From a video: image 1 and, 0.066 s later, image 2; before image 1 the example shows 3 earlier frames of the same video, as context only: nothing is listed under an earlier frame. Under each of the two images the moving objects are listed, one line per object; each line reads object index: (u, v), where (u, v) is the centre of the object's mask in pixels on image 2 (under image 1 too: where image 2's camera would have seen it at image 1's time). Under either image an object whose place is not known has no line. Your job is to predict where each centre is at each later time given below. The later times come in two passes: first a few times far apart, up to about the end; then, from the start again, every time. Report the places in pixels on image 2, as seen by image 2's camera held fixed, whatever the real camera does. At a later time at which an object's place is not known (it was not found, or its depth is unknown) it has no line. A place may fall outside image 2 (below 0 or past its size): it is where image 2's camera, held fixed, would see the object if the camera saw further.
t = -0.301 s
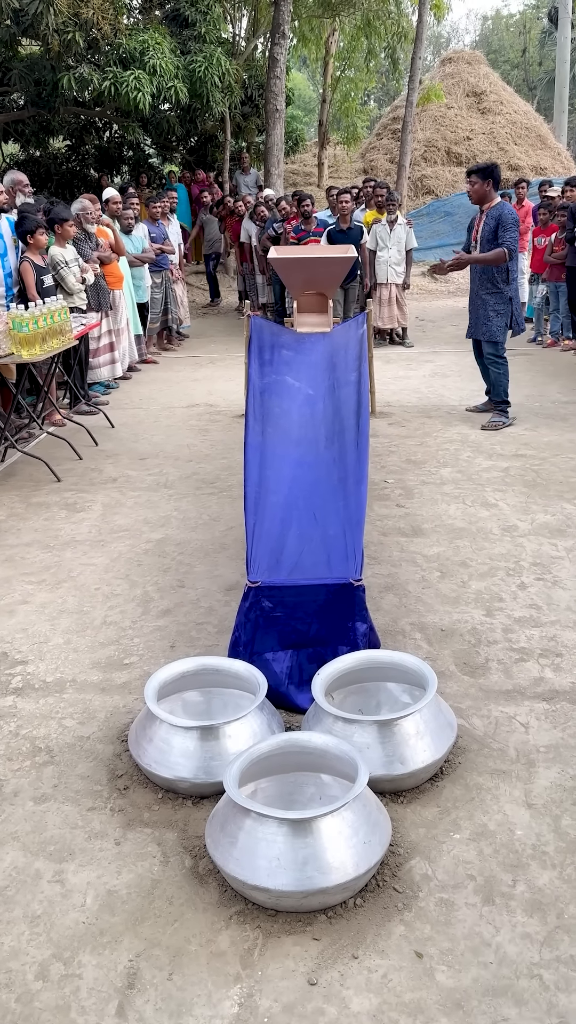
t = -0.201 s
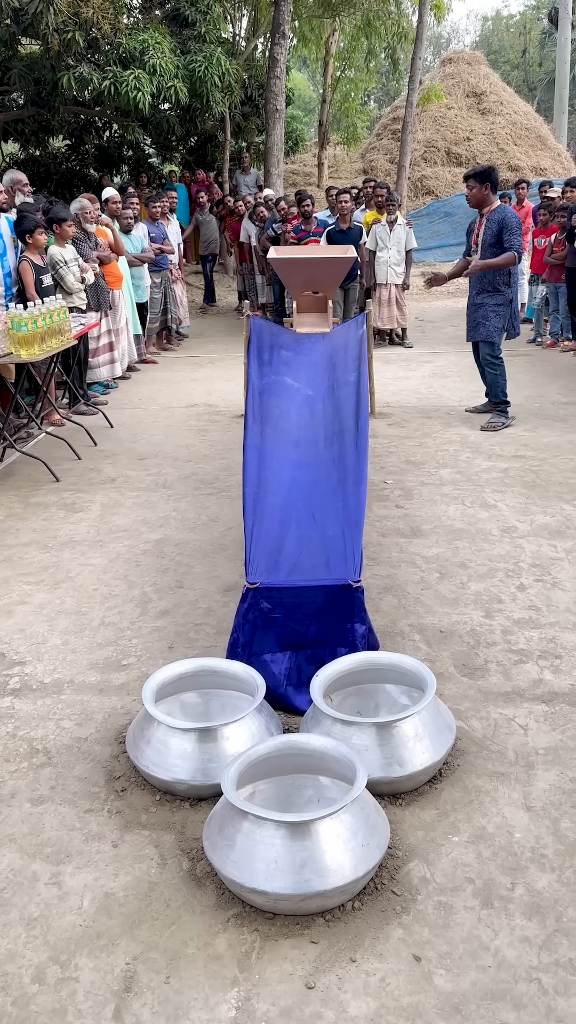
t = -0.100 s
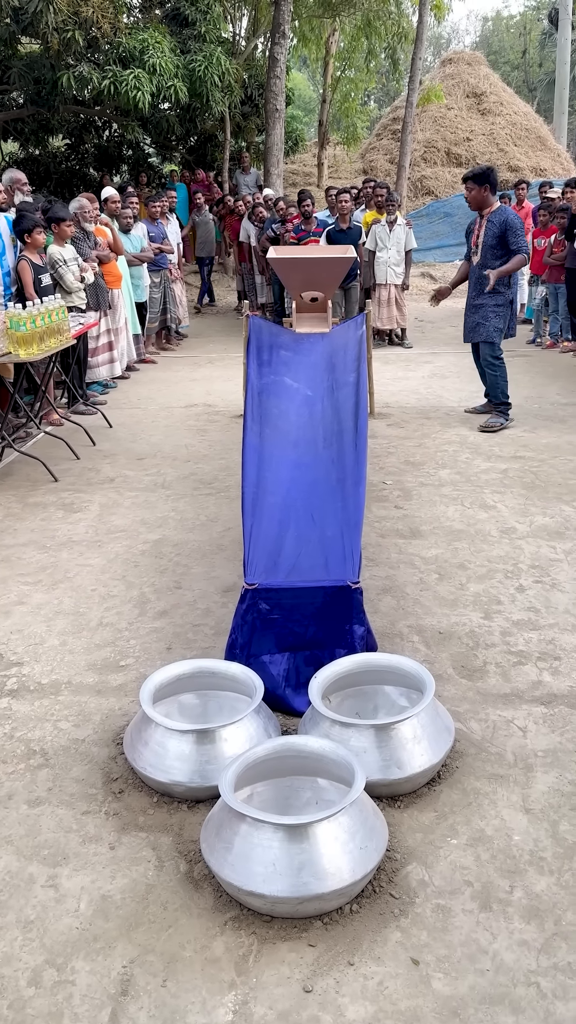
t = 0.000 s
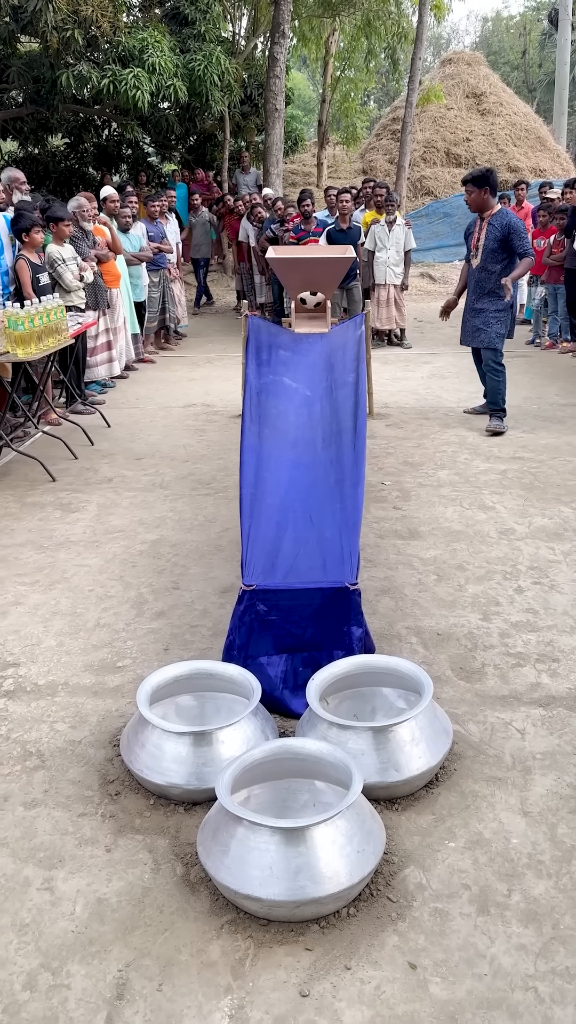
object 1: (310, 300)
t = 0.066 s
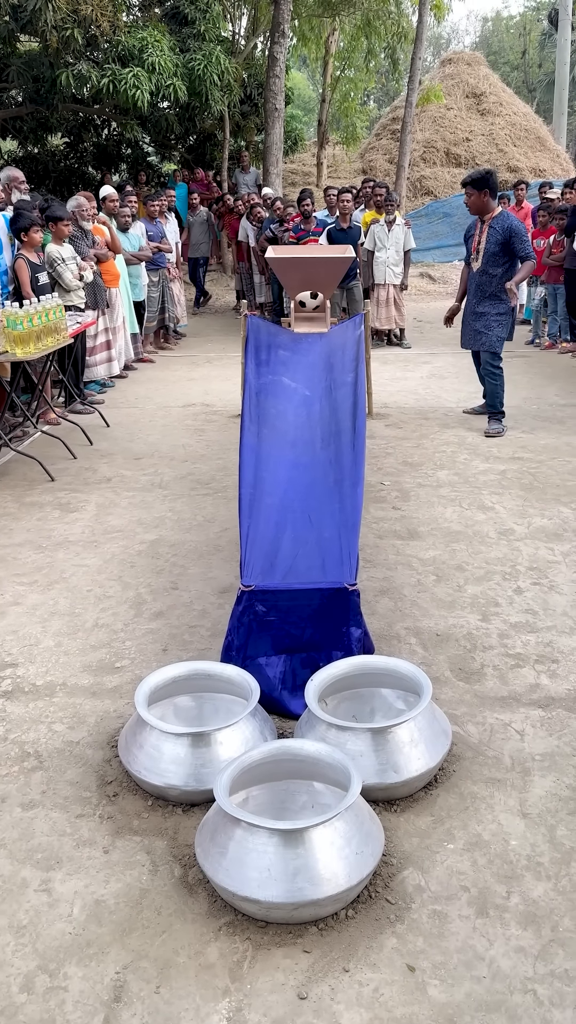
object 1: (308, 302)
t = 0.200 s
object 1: (309, 304)
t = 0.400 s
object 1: (309, 305)
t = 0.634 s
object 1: (310, 307)
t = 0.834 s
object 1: (310, 310)
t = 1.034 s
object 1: (311, 312)
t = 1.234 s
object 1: (311, 316)
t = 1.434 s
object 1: (311, 327)
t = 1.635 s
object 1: (310, 337)
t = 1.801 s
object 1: (309, 345)
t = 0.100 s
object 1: (310, 302)
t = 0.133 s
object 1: (310, 303)
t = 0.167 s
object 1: (308, 305)
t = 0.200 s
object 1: (309, 304)
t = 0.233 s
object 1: (310, 304)
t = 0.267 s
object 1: (309, 305)
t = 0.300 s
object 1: (309, 305)
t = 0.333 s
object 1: (309, 305)
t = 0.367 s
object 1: (309, 305)
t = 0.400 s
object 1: (309, 305)
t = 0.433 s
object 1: (310, 306)
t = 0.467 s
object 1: (310, 306)
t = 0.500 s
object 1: (310, 307)
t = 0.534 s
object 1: (310, 307)
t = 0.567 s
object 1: (310, 307)
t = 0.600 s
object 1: (310, 307)
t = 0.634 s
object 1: (310, 307)
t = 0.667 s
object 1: (310, 308)
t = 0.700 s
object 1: (310, 308)
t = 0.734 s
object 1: (310, 309)
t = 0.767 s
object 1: (310, 309)
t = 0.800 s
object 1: (310, 310)
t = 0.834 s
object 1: (310, 310)
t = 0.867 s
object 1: (310, 310)
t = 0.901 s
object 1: (311, 310)
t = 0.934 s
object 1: (311, 311)
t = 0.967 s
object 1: (311, 312)
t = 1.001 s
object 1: (310, 312)
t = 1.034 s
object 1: (311, 312)
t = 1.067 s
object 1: (311, 314)
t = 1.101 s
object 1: (311, 314)
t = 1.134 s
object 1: (311, 315)
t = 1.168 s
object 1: (311, 316)
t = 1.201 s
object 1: (311, 316)
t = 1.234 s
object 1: (311, 316)
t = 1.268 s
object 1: (311, 317)
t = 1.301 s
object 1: (311, 318)
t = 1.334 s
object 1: (311, 319)
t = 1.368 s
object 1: (311, 322)
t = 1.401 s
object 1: (311, 325)
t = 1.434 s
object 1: (311, 327)
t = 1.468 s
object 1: (311, 331)
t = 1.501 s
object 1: (311, 333)
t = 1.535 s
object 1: (311, 334)
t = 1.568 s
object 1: (311, 334)
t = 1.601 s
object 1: (311, 335)
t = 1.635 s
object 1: (310, 337)
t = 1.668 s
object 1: (310, 339)
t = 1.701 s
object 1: (310, 341)
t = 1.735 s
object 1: (309, 342)
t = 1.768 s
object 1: (309, 344)
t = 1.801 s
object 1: (309, 345)
